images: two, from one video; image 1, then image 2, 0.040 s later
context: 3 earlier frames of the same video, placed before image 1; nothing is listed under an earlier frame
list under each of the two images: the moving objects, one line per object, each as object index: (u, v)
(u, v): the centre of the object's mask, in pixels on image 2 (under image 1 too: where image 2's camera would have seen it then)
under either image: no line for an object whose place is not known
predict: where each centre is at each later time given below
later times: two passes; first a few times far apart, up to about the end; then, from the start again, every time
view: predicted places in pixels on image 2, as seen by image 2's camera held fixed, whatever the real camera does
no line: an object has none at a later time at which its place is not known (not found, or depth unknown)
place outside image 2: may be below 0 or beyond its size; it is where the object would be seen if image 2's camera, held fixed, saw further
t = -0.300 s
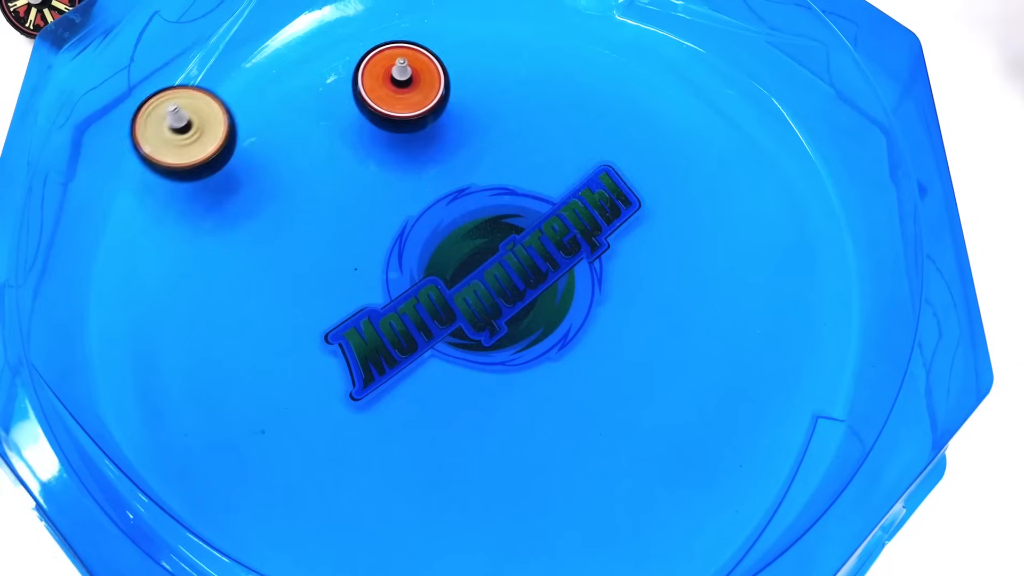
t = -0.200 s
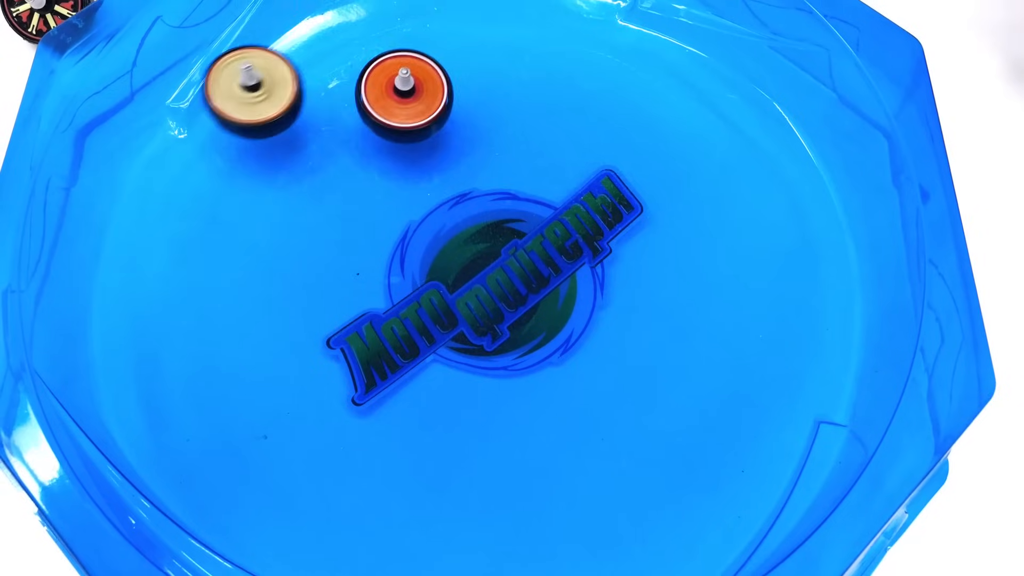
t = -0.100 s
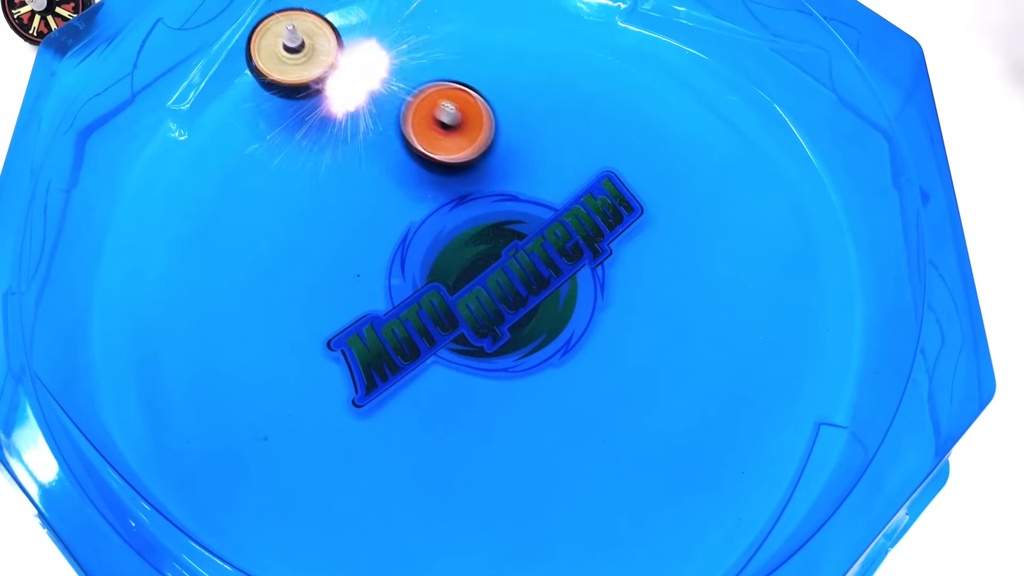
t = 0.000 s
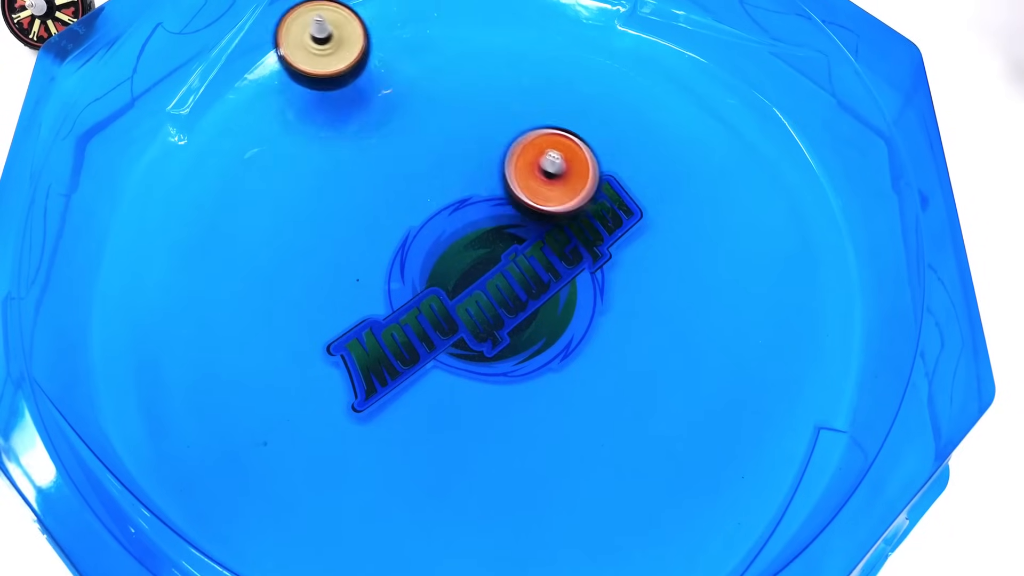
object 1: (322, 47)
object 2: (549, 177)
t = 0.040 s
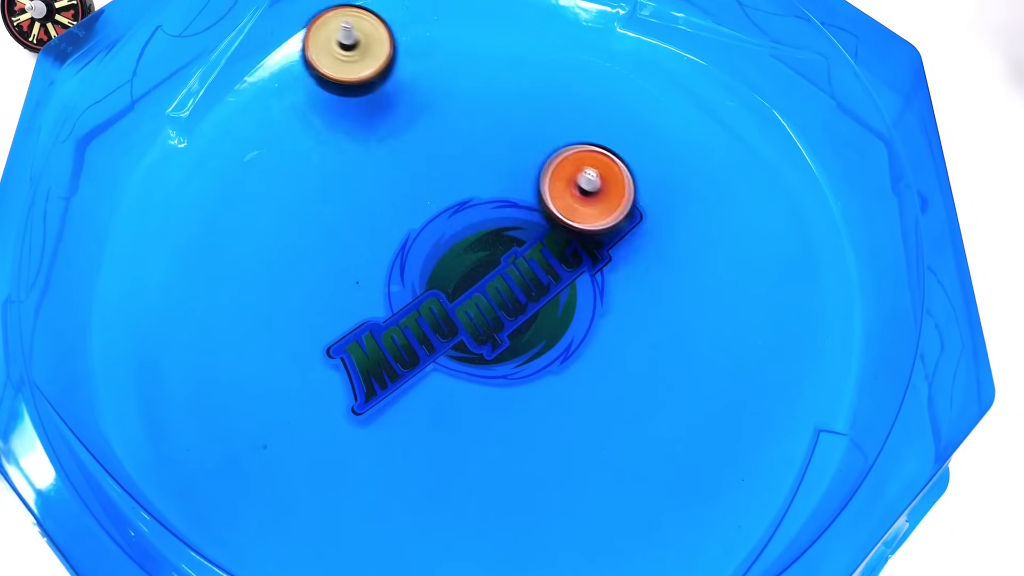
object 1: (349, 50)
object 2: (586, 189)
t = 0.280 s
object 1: (515, 201)
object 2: (704, 232)
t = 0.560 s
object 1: (437, 486)
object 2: (673, 193)
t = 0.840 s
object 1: (218, 453)
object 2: (574, 193)
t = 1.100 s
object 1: (377, 255)
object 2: (510, 368)
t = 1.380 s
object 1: (663, 273)
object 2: (647, 483)
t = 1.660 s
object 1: (797, 314)
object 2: (708, 385)
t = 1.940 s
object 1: (680, 356)
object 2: (410, 280)
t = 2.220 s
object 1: (493, 244)
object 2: (160, 415)
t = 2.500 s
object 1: (484, 84)
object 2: (423, 435)
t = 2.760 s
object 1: (573, 62)
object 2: (508, 216)
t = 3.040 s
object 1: (539, 234)
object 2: (318, 84)
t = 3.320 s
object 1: (297, 308)
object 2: (178, 304)
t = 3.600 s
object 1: (464, 353)
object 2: (395, 445)
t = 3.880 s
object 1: (532, 295)
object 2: (721, 328)
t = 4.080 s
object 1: (535, 368)
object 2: (724, 115)
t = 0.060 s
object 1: (364, 54)
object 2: (602, 196)
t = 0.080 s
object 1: (379, 59)
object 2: (618, 203)
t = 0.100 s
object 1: (395, 66)
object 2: (633, 207)
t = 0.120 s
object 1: (411, 74)
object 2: (646, 212)
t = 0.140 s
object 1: (428, 85)
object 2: (657, 217)
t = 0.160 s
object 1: (443, 97)
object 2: (669, 221)
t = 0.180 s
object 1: (458, 111)
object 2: (677, 224)
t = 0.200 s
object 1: (472, 126)
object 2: (685, 227)
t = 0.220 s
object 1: (485, 143)
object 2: (692, 229)
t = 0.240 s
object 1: (496, 162)
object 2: (697, 231)
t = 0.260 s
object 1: (507, 182)
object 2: (701, 232)
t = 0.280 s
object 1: (515, 201)
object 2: (704, 232)
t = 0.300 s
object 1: (521, 223)
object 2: (706, 232)
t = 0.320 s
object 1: (526, 246)
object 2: (707, 231)
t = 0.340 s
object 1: (529, 269)
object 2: (707, 229)
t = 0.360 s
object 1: (530, 293)
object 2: (706, 227)
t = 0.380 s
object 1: (529, 313)
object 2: (705, 225)
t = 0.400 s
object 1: (527, 334)
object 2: (703, 222)
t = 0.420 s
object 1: (523, 357)
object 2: (701, 219)
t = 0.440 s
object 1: (517, 377)
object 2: (698, 216)
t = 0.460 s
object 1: (508, 398)
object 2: (695, 212)
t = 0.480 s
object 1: (497, 419)
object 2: (691, 209)
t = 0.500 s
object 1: (485, 437)
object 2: (687, 205)
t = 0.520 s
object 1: (470, 455)
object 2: (682, 201)
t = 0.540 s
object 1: (454, 471)
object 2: (678, 197)
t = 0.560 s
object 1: (437, 486)
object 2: (673, 193)
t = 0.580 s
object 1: (418, 499)
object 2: (667, 189)
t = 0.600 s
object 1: (398, 510)
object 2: (662, 185)
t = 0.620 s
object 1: (378, 517)
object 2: (656, 183)
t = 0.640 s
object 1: (356, 522)
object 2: (651, 179)
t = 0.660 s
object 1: (335, 525)
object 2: (645, 177)
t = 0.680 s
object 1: (312, 527)
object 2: (639, 177)
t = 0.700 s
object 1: (291, 529)
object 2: (633, 173)
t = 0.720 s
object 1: (268, 529)
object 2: (626, 173)
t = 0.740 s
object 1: (250, 526)
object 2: (619, 173)
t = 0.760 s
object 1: (238, 519)
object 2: (611, 173)
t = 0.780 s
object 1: (227, 508)
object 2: (602, 176)
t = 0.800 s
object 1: (222, 491)
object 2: (593, 180)
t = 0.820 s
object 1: (220, 472)
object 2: (584, 186)
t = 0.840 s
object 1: (218, 453)
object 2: (574, 193)
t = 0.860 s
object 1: (218, 434)
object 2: (565, 203)
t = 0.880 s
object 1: (220, 415)
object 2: (556, 212)
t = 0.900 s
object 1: (225, 396)
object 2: (548, 223)
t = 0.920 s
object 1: (231, 378)
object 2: (539, 237)
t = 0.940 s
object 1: (241, 359)
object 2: (532, 249)
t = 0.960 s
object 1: (252, 342)
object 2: (525, 264)
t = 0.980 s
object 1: (266, 326)
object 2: (520, 279)
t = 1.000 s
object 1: (282, 311)
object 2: (515, 295)
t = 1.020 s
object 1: (299, 297)
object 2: (512, 306)
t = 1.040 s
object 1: (317, 284)
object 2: (509, 321)
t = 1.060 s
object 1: (336, 273)
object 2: (509, 337)
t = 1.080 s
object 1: (357, 263)
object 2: (509, 353)
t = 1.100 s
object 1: (377, 255)
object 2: (510, 368)
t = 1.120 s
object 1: (399, 248)
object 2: (512, 383)
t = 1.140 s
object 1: (421, 244)
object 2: (516, 397)
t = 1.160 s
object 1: (443, 240)
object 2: (521, 411)
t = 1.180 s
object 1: (464, 235)
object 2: (527, 423)
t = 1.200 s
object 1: (486, 233)
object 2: (535, 435)
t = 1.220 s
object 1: (508, 233)
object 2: (544, 446)
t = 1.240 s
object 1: (531, 235)
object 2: (554, 456)
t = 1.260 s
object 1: (550, 237)
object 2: (564, 464)
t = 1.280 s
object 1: (571, 239)
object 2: (576, 471)
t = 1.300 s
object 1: (590, 245)
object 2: (589, 477)
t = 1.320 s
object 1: (609, 250)
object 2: (603, 480)
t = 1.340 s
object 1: (629, 257)
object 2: (617, 483)
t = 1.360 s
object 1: (646, 264)
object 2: (632, 484)
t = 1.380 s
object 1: (663, 273)
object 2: (647, 483)
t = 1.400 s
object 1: (678, 283)
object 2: (663, 480)
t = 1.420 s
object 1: (692, 294)
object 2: (678, 475)
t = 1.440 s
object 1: (705, 305)
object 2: (693, 468)
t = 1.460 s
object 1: (716, 317)
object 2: (709, 458)
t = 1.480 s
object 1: (726, 329)
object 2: (723, 447)
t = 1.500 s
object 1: (738, 327)
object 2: (732, 444)
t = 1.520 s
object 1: (754, 324)
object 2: (734, 446)
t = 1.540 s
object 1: (767, 321)
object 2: (735, 445)
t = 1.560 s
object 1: (776, 320)
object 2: (734, 439)
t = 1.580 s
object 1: (784, 317)
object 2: (732, 432)
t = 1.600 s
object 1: (790, 315)
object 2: (729, 424)
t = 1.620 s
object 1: (794, 314)
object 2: (724, 412)
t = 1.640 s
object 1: (796, 313)
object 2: (717, 399)
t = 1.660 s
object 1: (797, 314)
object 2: (708, 385)
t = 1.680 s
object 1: (796, 316)
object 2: (695, 371)
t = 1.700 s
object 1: (793, 318)
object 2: (680, 358)
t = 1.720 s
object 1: (789, 321)
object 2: (662, 346)
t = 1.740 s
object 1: (784, 324)
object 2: (642, 334)
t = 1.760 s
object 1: (778, 328)
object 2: (621, 325)
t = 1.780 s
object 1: (771, 332)
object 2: (599, 314)
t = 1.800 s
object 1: (763, 336)
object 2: (576, 306)
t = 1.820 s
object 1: (754, 340)
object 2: (552, 301)
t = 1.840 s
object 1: (743, 344)
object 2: (529, 297)
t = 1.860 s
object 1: (733, 348)
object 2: (504, 291)
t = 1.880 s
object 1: (721, 351)
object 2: (480, 287)
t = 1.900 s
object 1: (708, 354)
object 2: (457, 283)
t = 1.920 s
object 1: (694, 355)
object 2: (432, 281)
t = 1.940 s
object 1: (680, 356)
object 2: (410, 280)
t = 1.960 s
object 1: (665, 355)
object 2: (386, 281)
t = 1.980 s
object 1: (650, 352)
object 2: (364, 283)
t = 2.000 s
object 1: (634, 348)
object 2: (342, 287)
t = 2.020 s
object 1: (619, 343)
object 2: (321, 292)
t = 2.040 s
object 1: (603, 336)
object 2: (301, 298)
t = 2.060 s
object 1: (588, 329)
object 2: (281, 306)
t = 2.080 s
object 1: (574, 320)
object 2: (262, 315)
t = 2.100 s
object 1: (559, 311)
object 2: (244, 326)
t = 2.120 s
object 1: (546, 301)
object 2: (227, 338)
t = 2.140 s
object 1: (533, 292)
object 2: (211, 351)
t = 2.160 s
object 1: (522, 281)
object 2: (196, 366)
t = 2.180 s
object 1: (510, 269)
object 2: (182, 381)
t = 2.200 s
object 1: (502, 258)
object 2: (170, 398)
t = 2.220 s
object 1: (493, 244)
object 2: (160, 415)
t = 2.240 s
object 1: (486, 230)
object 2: (170, 422)
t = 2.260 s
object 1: (483, 218)
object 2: (189, 426)
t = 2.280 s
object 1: (479, 203)
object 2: (208, 429)
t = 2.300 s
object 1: (475, 189)
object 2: (227, 434)
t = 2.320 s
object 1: (472, 177)
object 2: (247, 438)
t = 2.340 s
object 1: (470, 165)
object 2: (267, 441)
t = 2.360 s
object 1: (468, 153)
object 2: (286, 444)
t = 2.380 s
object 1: (468, 141)
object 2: (306, 447)
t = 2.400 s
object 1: (469, 130)
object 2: (326, 450)
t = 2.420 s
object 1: (470, 120)
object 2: (346, 452)
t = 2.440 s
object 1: (473, 110)
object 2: (365, 451)
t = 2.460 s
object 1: (476, 101)
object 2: (385, 449)
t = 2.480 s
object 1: (479, 92)
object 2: (404, 443)
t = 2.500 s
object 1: (484, 84)
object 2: (423, 435)
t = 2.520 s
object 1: (489, 77)
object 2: (440, 424)
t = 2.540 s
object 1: (494, 71)
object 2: (456, 411)
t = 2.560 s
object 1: (500, 65)
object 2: (469, 396)
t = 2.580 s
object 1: (506, 61)
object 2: (482, 378)
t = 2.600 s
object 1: (513, 57)
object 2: (492, 363)
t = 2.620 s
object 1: (520, 54)
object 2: (501, 345)
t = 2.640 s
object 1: (527, 52)
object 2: (507, 328)
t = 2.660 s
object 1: (534, 52)
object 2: (512, 311)
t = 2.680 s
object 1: (542, 52)
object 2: (514, 292)
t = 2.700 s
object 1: (550, 53)
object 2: (514, 274)
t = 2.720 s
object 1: (558, 55)
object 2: (515, 257)
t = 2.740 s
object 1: (565, 58)
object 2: (512, 233)
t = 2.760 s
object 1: (573, 62)
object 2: (508, 216)
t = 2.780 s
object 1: (581, 68)
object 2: (502, 202)
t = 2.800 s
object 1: (587, 75)
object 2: (495, 183)
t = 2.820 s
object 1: (592, 83)
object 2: (486, 168)
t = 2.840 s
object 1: (596, 93)
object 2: (475, 154)
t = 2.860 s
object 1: (598, 104)
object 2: (464, 141)
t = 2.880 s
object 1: (599, 116)
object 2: (451, 130)
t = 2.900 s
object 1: (597, 128)
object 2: (437, 119)
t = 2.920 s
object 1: (594, 142)
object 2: (422, 110)
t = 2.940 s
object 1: (589, 157)
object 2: (407, 102)
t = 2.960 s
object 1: (583, 173)
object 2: (390, 95)
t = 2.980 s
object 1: (575, 189)
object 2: (373, 90)
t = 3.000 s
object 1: (564, 204)
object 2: (355, 86)
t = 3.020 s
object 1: (552, 218)
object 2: (337, 85)
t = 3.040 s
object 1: (539, 234)
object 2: (318, 84)
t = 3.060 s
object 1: (525, 247)
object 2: (298, 85)
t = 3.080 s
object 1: (510, 259)
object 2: (279, 89)
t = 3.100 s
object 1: (494, 272)
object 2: (259, 94)
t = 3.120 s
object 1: (478, 283)
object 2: (240, 101)
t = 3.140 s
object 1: (461, 291)
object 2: (221, 110)
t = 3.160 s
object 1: (443, 299)
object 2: (203, 122)
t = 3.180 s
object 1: (424, 305)
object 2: (186, 136)
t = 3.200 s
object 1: (407, 311)
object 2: (175, 155)
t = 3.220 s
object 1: (387, 313)
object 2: (167, 176)
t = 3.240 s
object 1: (370, 316)
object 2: (161, 200)
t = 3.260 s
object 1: (350, 316)
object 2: (159, 225)
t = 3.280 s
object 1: (332, 314)
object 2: (161, 251)
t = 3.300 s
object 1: (315, 311)
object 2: (167, 278)
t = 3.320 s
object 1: (297, 308)
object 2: (178, 304)
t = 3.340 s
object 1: (309, 311)
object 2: (163, 321)
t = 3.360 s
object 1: (327, 316)
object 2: (148, 334)
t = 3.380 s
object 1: (343, 320)
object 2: (136, 349)
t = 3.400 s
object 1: (361, 324)
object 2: (141, 362)
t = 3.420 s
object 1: (377, 328)
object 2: (153, 375)
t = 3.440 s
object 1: (391, 331)
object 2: (168, 388)
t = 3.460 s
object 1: (404, 334)
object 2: (187, 400)
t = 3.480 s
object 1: (416, 336)
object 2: (210, 412)
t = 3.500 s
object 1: (427, 338)
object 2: (236, 423)
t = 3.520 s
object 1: (437, 341)
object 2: (266, 433)
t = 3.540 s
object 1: (446, 344)
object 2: (296, 440)
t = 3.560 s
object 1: (453, 346)
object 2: (329, 444)
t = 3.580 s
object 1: (459, 349)
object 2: (362, 446)
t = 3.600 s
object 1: (464, 353)
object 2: (395, 445)
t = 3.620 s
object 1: (473, 341)
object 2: (424, 453)
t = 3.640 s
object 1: (480, 336)
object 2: (452, 461)
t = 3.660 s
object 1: (487, 330)
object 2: (479, 464)
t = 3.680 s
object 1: (494, 324)
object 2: (506, 464)
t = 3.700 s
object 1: (499, 318)
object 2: (533, 462)
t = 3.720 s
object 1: (505, 311)
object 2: (560, 456)
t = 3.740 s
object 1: (510, 309)
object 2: (585, 447)
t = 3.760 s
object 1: (512, 304)
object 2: (610, 436)
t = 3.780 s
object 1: (517, 298)
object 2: (633, 422)
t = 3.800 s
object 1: (521, 295)
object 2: (655, 406)
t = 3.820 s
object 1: (524, 294)
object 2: (675, 388)
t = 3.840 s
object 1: (528, 293)
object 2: (692, 369)
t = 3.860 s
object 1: (530, 294)
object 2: (708, 349)
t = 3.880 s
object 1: (532, 295)
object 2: (721, 328)
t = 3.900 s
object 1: (533, 299)
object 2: (732, 306)
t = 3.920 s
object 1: (535, 302)
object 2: (740, 284)
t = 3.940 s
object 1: (536, 307)
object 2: (746, 262)
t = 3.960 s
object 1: (538, 313)
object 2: (749, 239)
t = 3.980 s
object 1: (539, 321)
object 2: (751, 217)
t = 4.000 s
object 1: (540, 329)
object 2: (750, 195)
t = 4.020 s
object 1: (540, 338)
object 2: (746, 174)
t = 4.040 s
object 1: (540, 348)
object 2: (741, 153)
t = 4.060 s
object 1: (538, 358)
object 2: (733, 133)
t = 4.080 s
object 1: (535, 368)
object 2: (724, 115)
